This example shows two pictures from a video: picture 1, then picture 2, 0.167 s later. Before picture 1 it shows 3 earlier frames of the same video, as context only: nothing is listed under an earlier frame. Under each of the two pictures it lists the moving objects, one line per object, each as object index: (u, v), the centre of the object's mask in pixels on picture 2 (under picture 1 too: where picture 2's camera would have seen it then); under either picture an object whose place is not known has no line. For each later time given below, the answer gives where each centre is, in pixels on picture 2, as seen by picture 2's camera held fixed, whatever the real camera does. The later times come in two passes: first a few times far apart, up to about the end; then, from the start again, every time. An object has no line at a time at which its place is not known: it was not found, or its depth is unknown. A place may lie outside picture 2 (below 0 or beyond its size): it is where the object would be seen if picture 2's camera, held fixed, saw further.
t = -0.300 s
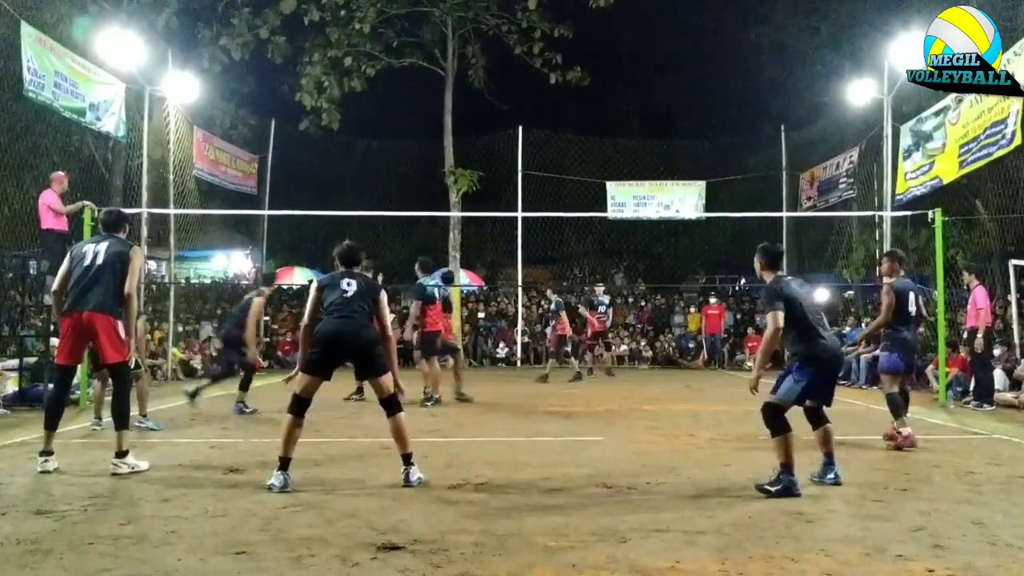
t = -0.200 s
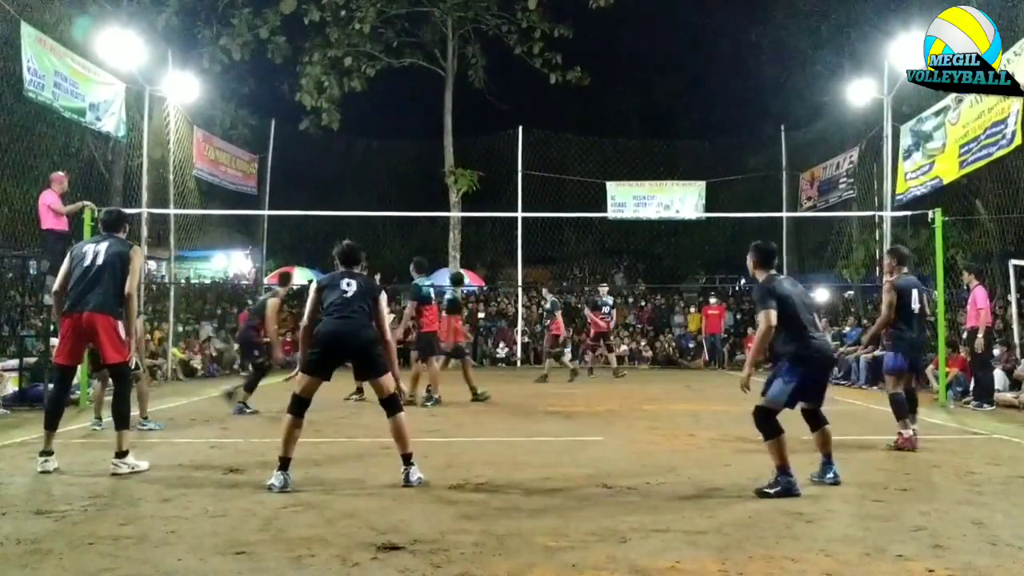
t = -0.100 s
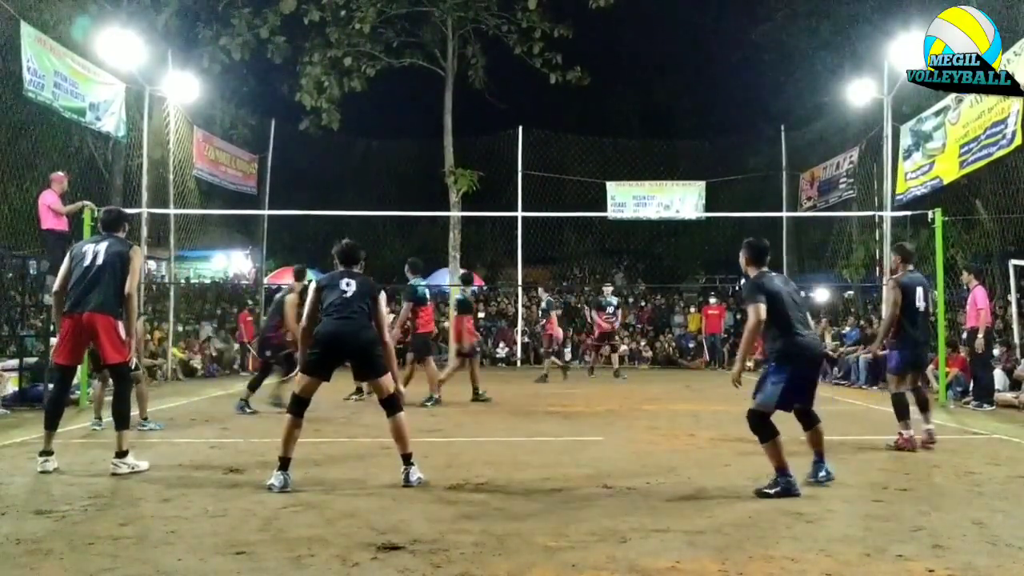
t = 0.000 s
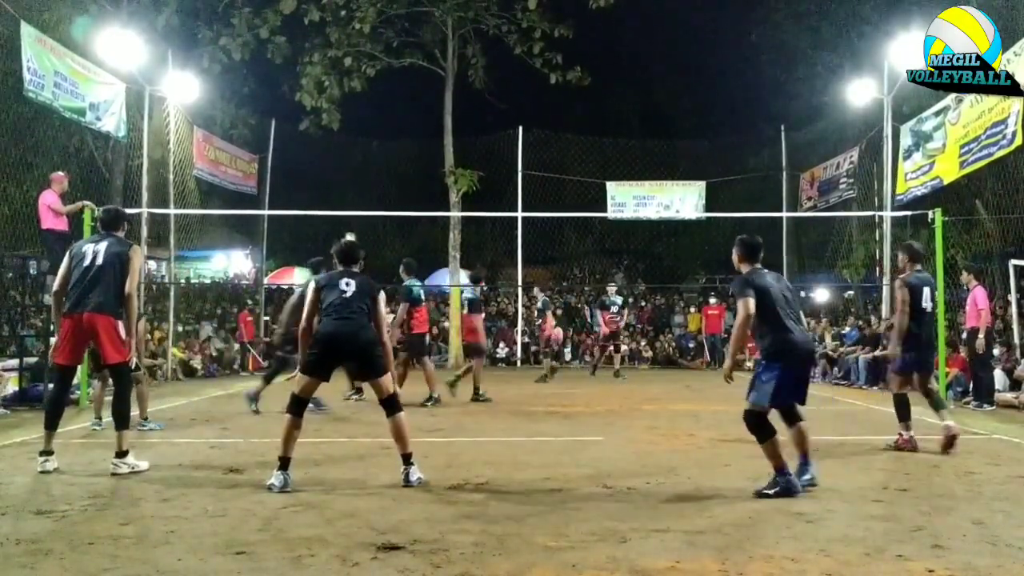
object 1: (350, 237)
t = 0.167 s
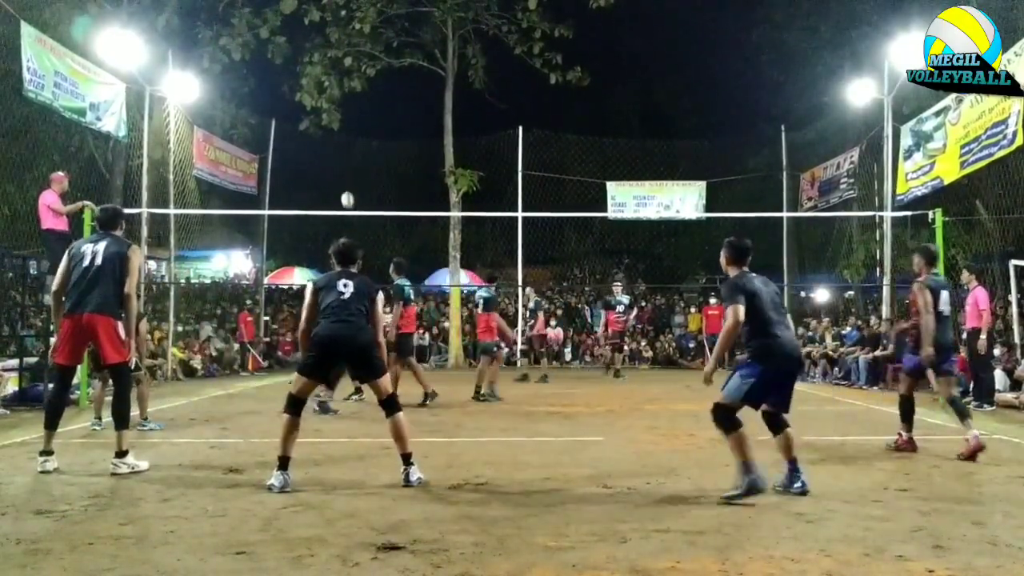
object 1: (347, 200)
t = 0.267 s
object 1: (345, 178)
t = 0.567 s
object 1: (341, 128)
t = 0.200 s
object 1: (347, 192)
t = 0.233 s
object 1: (346, 185)
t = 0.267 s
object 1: (345, 178)
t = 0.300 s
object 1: (344, 170)
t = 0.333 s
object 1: (344, 164)
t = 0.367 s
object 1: (343, 157)
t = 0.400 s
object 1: (342, 151)
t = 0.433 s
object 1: (341, 145)
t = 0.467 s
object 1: (341, 141)
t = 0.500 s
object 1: (341, 135)
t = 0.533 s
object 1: (341, 132)
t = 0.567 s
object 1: (341, 128)
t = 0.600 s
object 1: (341, 124)
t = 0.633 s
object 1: (342, 122)
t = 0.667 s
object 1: (342, 120)
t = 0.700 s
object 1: (343, 119)
